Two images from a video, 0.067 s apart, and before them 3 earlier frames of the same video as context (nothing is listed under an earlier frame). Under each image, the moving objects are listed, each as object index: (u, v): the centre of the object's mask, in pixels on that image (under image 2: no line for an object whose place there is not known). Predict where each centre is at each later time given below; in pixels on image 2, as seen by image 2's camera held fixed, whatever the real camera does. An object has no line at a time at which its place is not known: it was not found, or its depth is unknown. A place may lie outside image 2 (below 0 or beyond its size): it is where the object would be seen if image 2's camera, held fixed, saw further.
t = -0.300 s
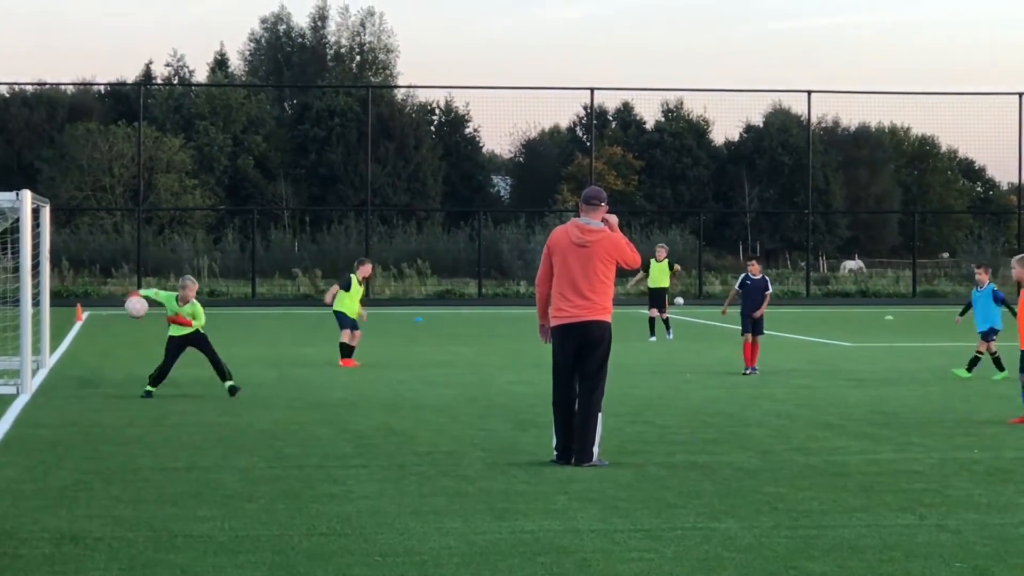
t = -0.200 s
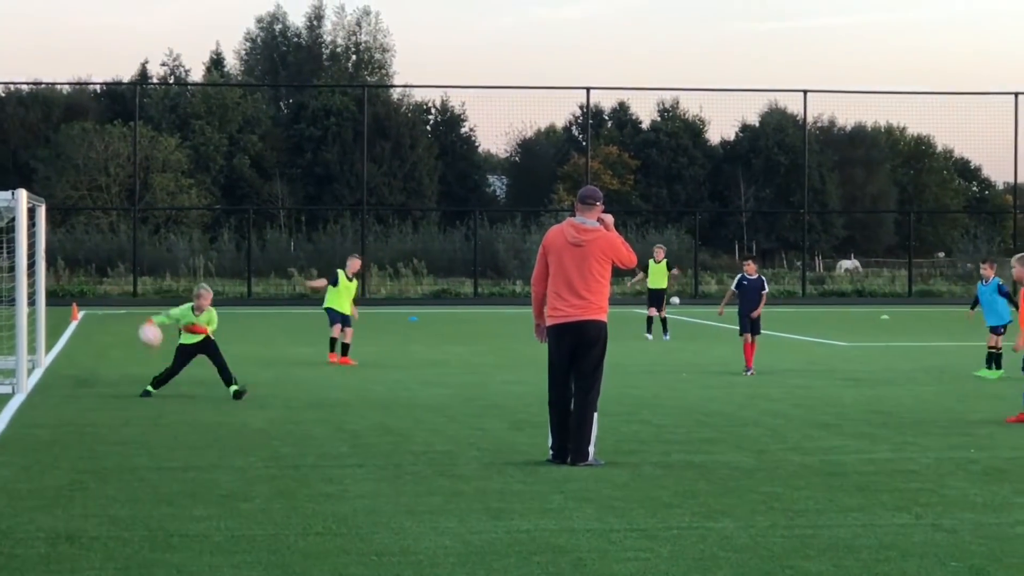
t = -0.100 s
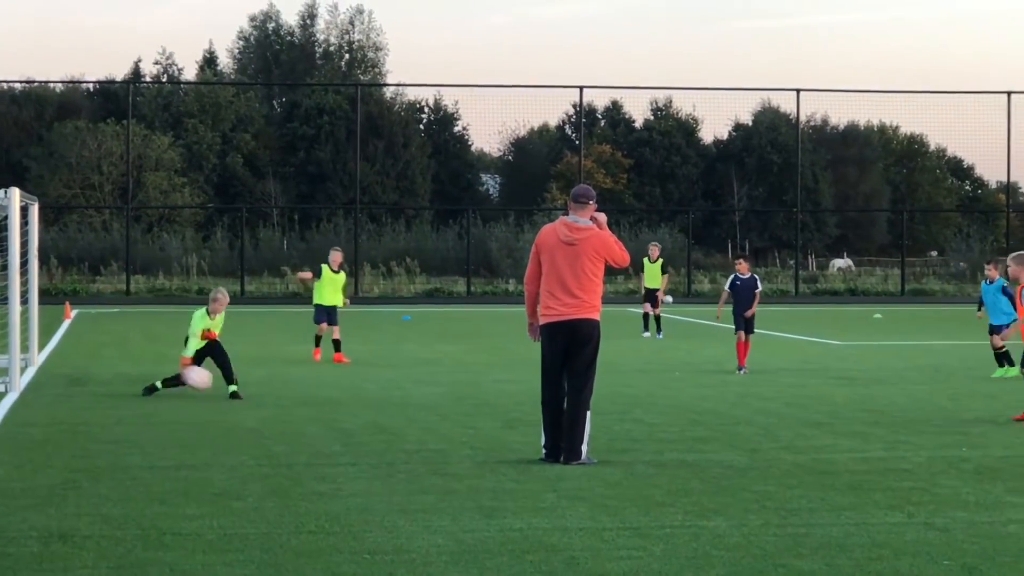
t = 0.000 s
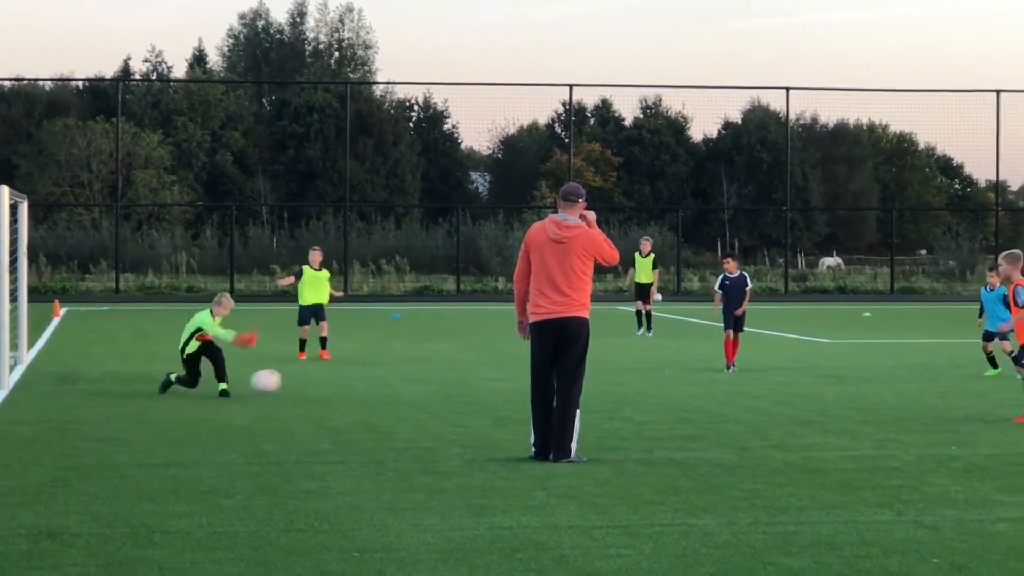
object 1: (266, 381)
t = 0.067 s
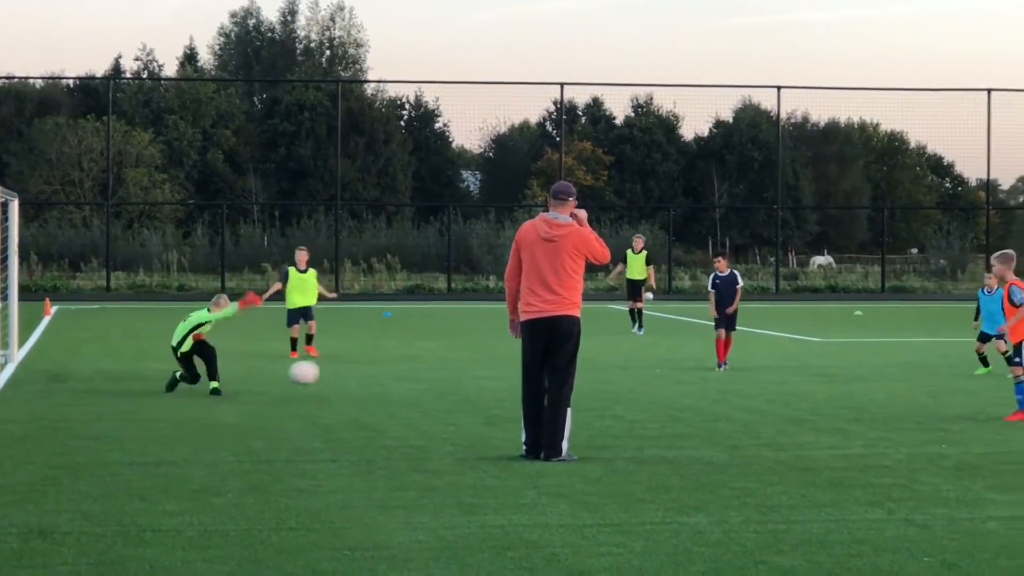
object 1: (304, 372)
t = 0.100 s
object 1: (327, 371)
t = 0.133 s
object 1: (350, 370)
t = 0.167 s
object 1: (372, 371)
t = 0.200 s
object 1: (395, 373)
